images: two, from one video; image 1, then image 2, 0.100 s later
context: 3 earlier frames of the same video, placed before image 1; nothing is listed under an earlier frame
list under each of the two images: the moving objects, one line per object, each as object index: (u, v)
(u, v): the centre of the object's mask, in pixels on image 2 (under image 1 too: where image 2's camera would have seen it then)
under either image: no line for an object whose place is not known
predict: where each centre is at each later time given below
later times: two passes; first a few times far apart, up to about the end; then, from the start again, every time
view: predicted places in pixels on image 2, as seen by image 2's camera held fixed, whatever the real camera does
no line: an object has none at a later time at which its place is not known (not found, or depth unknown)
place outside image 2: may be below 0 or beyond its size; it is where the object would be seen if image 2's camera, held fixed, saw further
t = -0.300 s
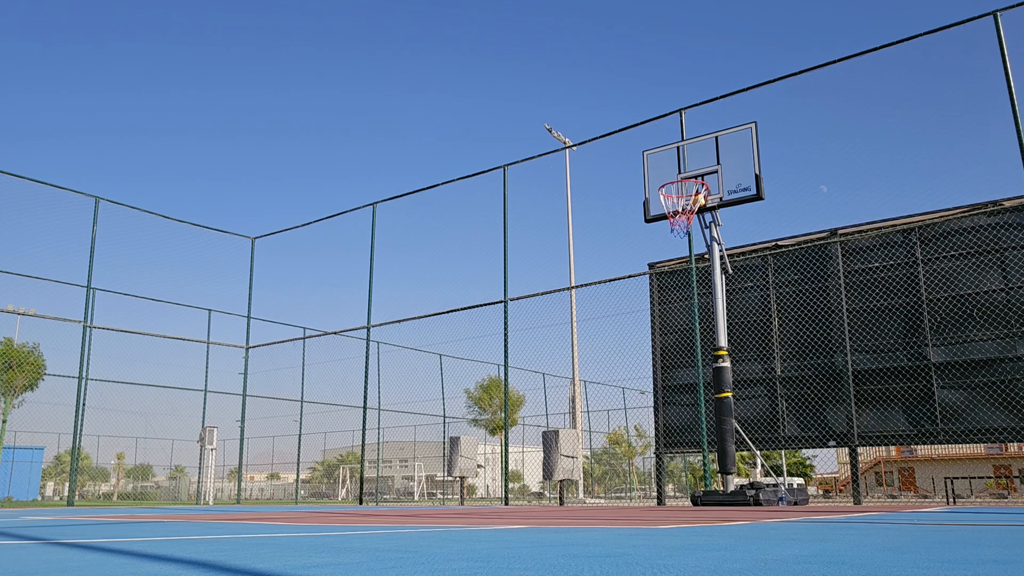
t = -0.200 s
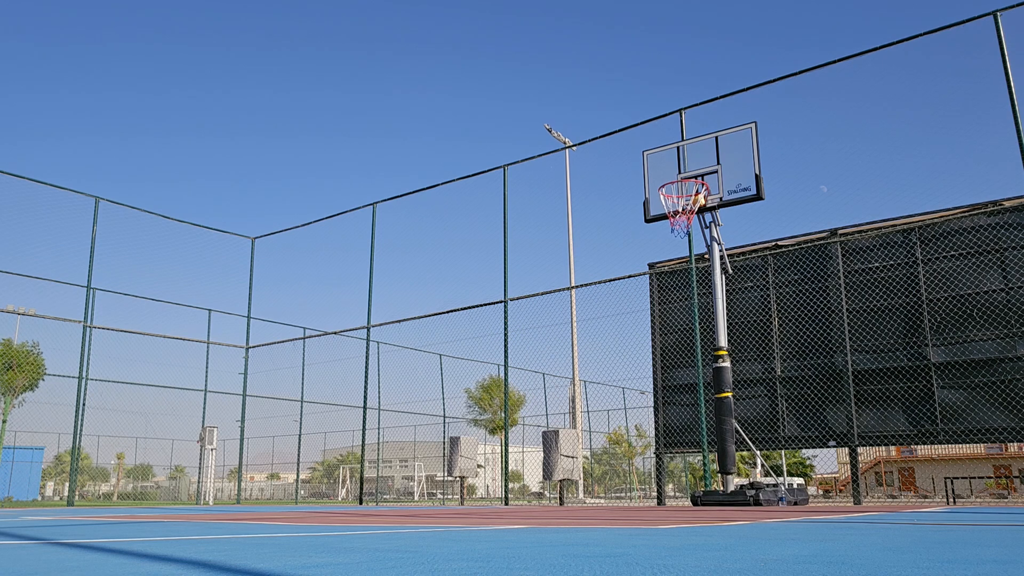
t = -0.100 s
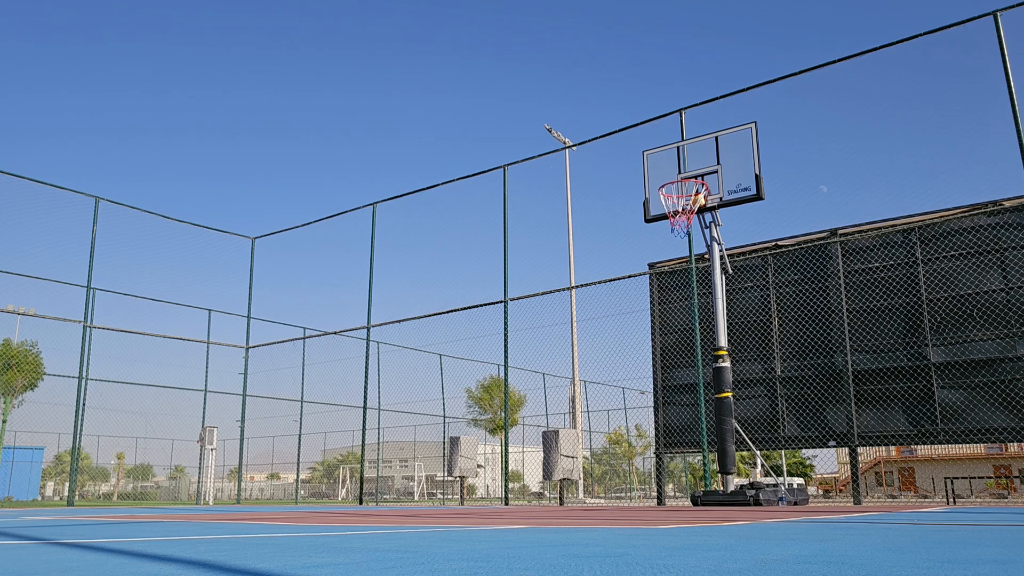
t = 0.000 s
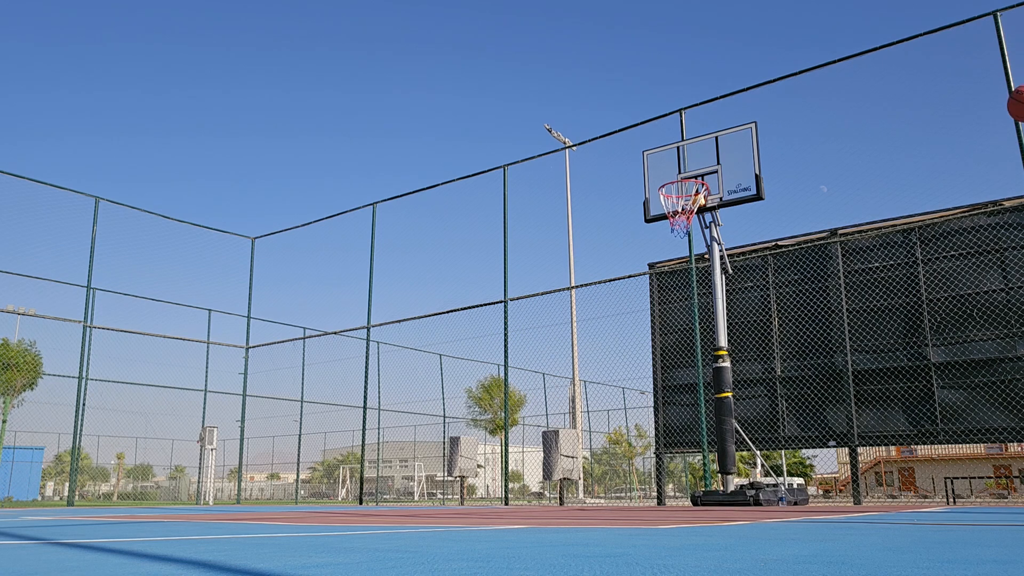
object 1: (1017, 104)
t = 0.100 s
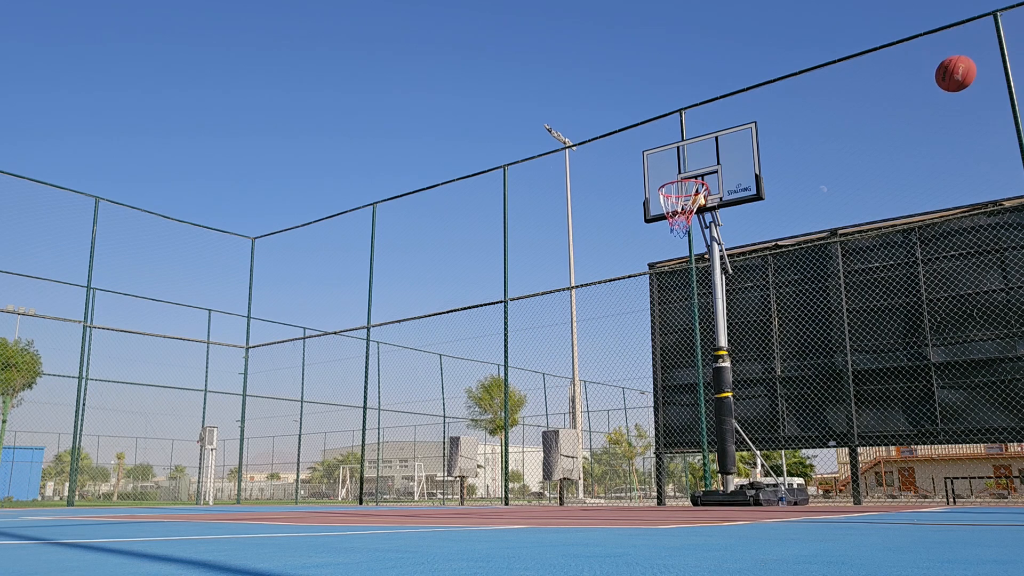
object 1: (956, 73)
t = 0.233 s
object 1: (879, 61)
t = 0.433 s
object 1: (797, 79)
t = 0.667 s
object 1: (729, 140)
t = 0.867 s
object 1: (672, 188)
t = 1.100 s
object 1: (696, 230)
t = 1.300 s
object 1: (708, 274)
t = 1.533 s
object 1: (725, 375)
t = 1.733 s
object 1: (736, 488)
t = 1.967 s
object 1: (690, 425)
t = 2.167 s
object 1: (647, 399)
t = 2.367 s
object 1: (600, 419)
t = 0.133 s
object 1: (934, 68)
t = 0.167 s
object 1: (915, 64)
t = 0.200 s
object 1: (896, 62)
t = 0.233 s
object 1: (879, 61)
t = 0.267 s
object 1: (864, 61)
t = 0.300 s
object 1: (849, 62)
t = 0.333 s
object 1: (835, 65)
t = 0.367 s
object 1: (822, 69)
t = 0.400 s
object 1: (809, 73)
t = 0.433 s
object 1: (797, 79)
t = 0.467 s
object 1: (786, 86)
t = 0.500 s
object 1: (775, 93)
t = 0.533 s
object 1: (765, 101)
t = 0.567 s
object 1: (756, 110)
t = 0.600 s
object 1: (746, 119)
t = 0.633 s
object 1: (738, 130)
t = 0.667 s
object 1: (729, 140)
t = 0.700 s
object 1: (721, 152)
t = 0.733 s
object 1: (712, 159)
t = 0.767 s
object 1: (703, 164)
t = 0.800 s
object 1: (693, 170)
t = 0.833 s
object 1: (683, 179)
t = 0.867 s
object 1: (672, 188)
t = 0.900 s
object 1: (675, 194)
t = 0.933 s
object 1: (680, 203)
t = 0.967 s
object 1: (685, 212)
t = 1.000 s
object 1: (689, 219)
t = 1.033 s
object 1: (693, 222)
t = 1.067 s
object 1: (695, 226)
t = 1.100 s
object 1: (696, 230)
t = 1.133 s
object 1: (698, 234)
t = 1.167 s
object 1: (700, 240)
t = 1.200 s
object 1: (702, 247)
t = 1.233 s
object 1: (704, 255)
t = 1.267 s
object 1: (706, 264)
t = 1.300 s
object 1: (708, 274)
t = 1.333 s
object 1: (710, 285)
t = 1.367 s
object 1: (712, 297)
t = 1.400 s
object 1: (715, 310)
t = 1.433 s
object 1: (717, 324)
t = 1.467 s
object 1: (719, 340)
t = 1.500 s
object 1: (722, 357)
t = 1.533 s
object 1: (725, 375)
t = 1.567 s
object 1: (727, 394)
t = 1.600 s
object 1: (729, 411)
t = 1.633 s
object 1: (731, 428)
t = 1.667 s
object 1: (732, 447)
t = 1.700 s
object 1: (734, 467)
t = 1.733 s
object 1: (736, 488)
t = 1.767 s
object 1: (731, 490)
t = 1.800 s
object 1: (724, 477)
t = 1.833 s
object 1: (718, 464)
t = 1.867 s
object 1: (711, 453)
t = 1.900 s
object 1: (704, 443)
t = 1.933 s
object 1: (697, 434)
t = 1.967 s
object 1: (690, 425)
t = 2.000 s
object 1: (684, 418)
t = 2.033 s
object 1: (676, 412)
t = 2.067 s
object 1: (669, 408)
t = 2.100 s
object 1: (662, 404)
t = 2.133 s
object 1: (654, 401)
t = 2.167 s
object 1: (647, 399)
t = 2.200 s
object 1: (639, 399)
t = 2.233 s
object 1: (632, 400)
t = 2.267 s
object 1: (624, 403)
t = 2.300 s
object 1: (616, 407)
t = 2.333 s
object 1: (608, 412)
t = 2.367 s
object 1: (600, 419)
